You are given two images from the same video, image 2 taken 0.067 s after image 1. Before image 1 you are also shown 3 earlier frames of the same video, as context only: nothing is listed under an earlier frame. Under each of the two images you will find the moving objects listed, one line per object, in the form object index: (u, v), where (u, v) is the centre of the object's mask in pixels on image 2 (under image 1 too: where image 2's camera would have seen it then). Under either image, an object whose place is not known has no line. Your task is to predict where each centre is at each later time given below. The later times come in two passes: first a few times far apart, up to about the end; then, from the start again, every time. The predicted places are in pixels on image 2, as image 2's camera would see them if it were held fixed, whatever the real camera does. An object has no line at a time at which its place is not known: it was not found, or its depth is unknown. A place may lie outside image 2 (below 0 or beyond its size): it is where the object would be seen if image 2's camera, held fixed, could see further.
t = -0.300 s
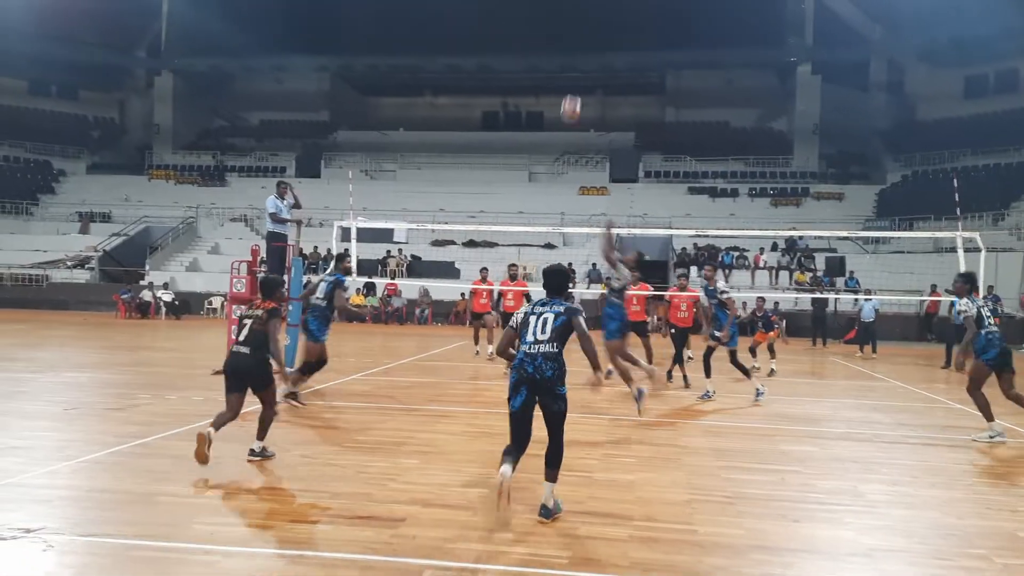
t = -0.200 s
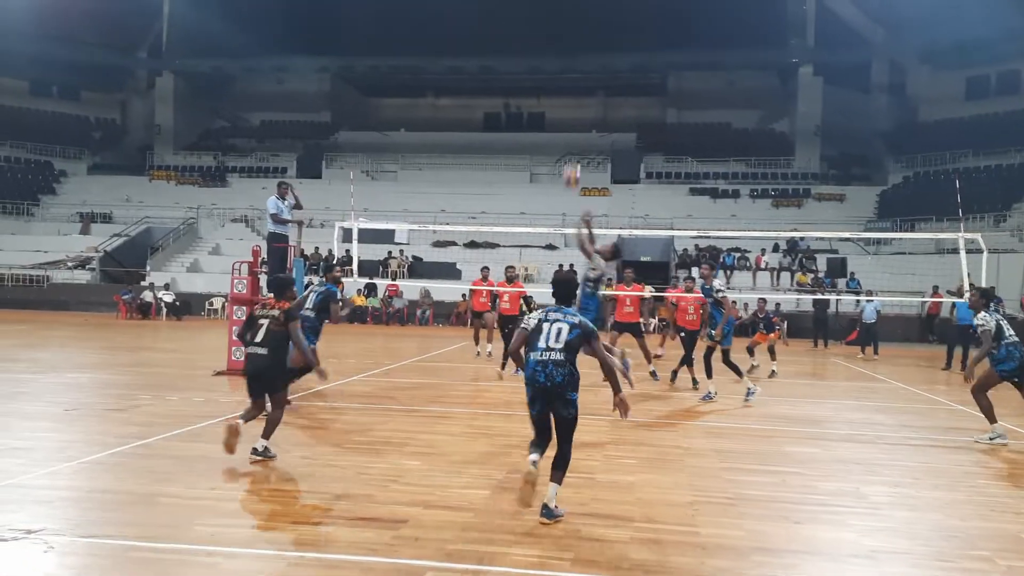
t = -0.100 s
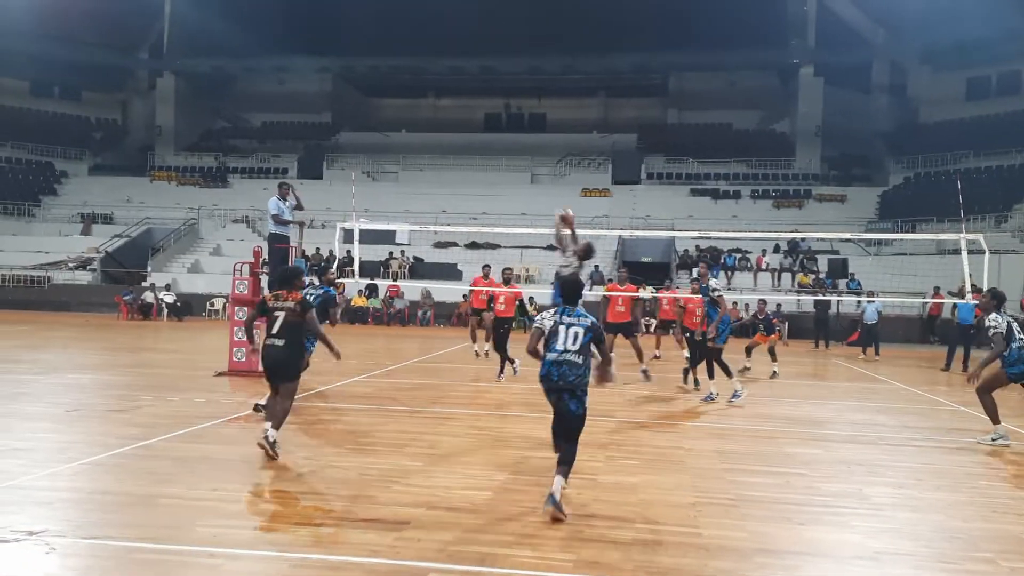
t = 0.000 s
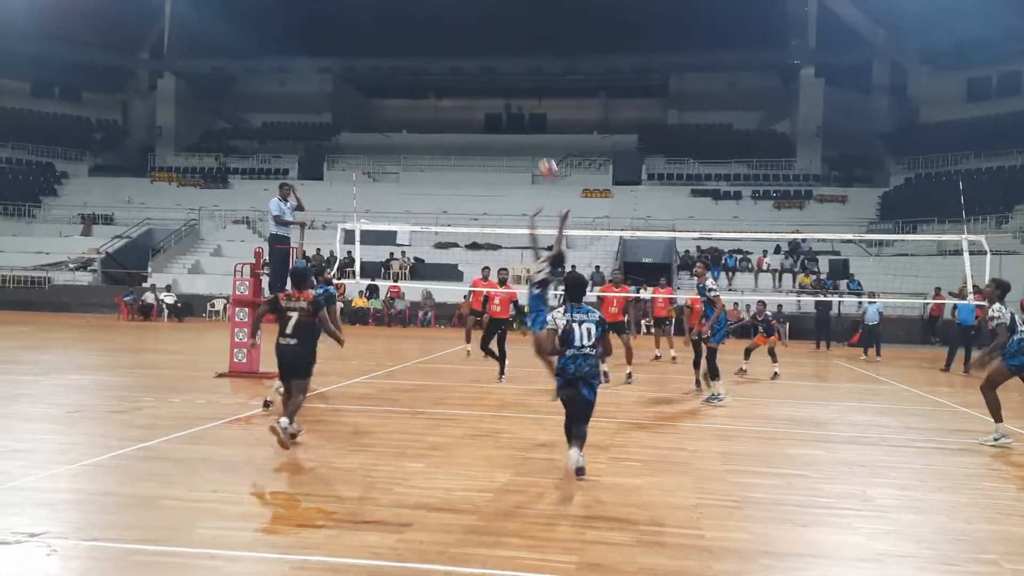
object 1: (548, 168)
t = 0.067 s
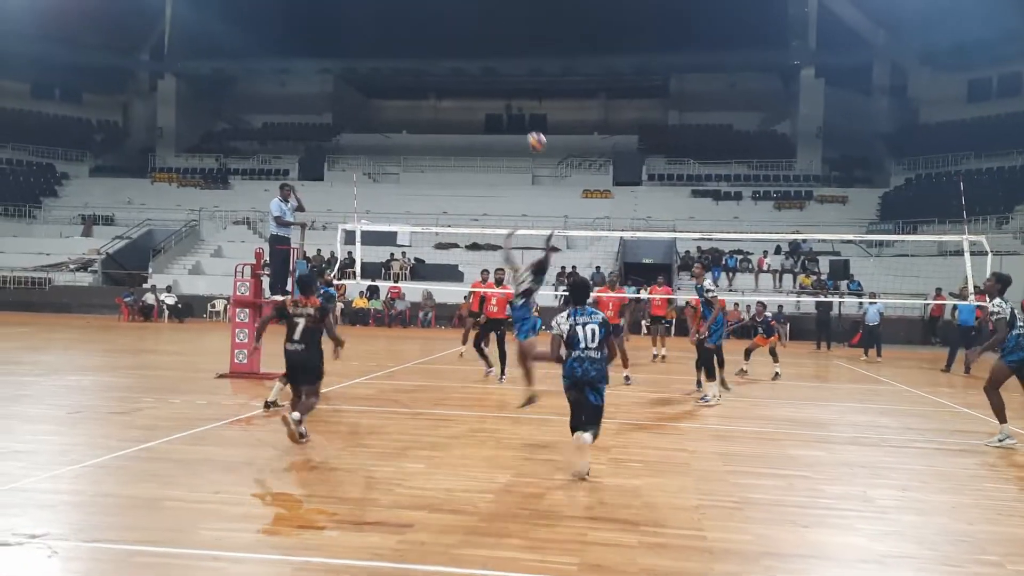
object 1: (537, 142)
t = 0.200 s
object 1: (515, 98)
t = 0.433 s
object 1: (478, 61)
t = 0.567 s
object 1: (458, 60)
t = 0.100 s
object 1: (531, 128)
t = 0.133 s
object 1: (525, 118)
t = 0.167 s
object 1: (520, 107)
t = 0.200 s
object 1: (515, 98)
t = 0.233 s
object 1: (509, 90)
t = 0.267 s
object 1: (504, 83)
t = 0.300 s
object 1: (499, 77)
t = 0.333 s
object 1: (493, 71)
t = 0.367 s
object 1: (488, 67)
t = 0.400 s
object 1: (483, 63)
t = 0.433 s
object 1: (478, 61)
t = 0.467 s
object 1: (473, 60)
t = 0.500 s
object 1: (468, 59)
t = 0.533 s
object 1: (463, 59)
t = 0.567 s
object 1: (458, 60)
